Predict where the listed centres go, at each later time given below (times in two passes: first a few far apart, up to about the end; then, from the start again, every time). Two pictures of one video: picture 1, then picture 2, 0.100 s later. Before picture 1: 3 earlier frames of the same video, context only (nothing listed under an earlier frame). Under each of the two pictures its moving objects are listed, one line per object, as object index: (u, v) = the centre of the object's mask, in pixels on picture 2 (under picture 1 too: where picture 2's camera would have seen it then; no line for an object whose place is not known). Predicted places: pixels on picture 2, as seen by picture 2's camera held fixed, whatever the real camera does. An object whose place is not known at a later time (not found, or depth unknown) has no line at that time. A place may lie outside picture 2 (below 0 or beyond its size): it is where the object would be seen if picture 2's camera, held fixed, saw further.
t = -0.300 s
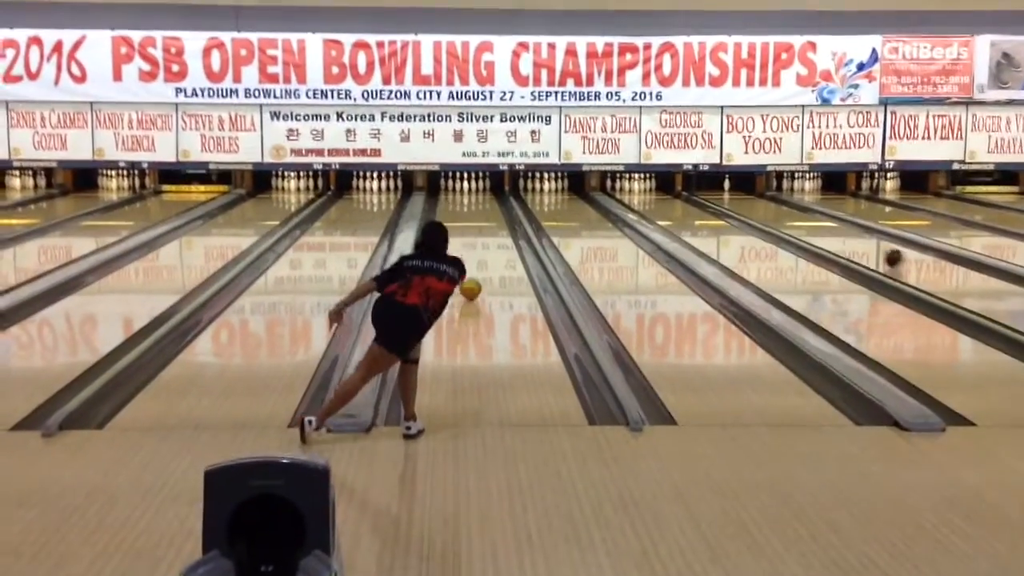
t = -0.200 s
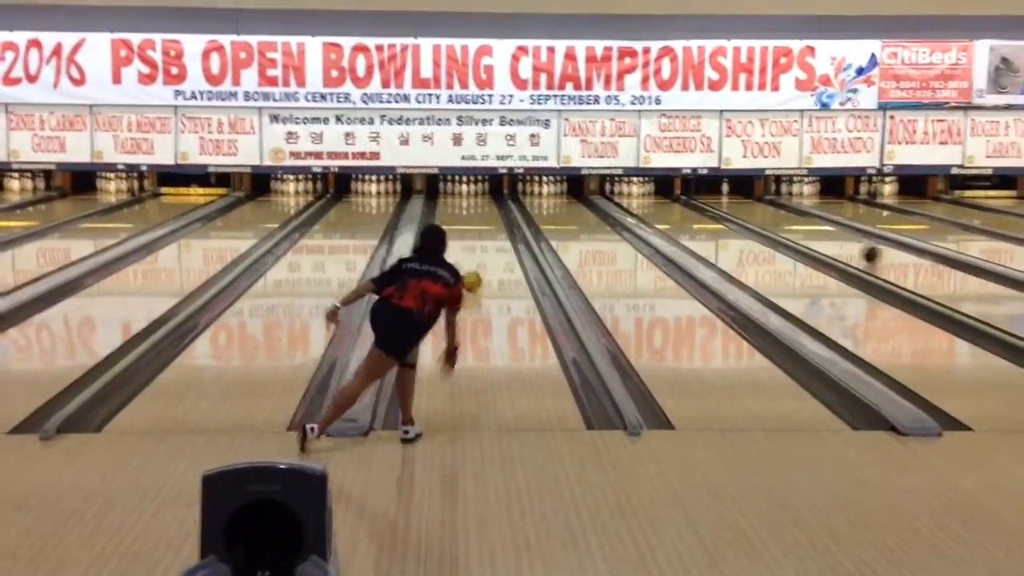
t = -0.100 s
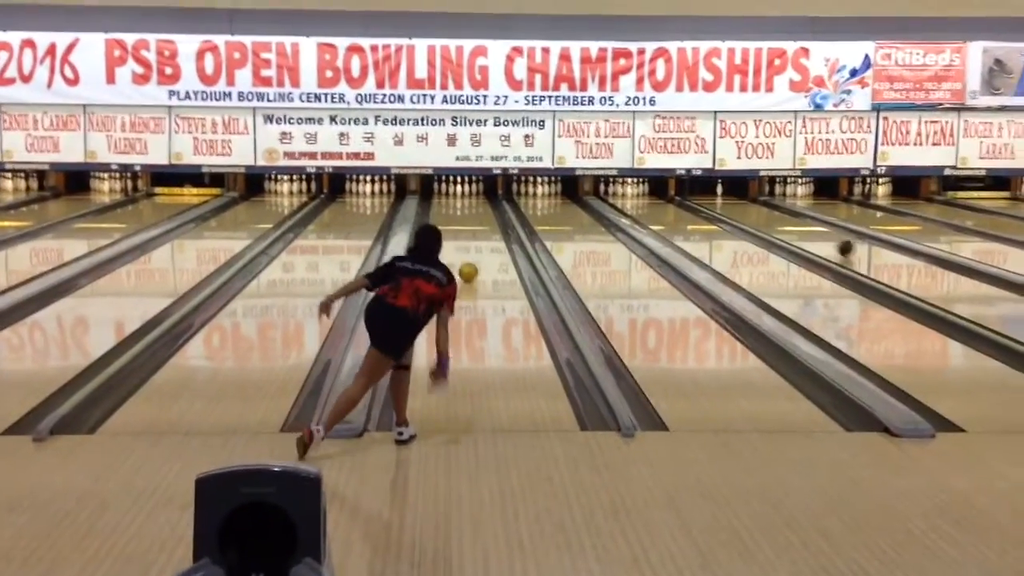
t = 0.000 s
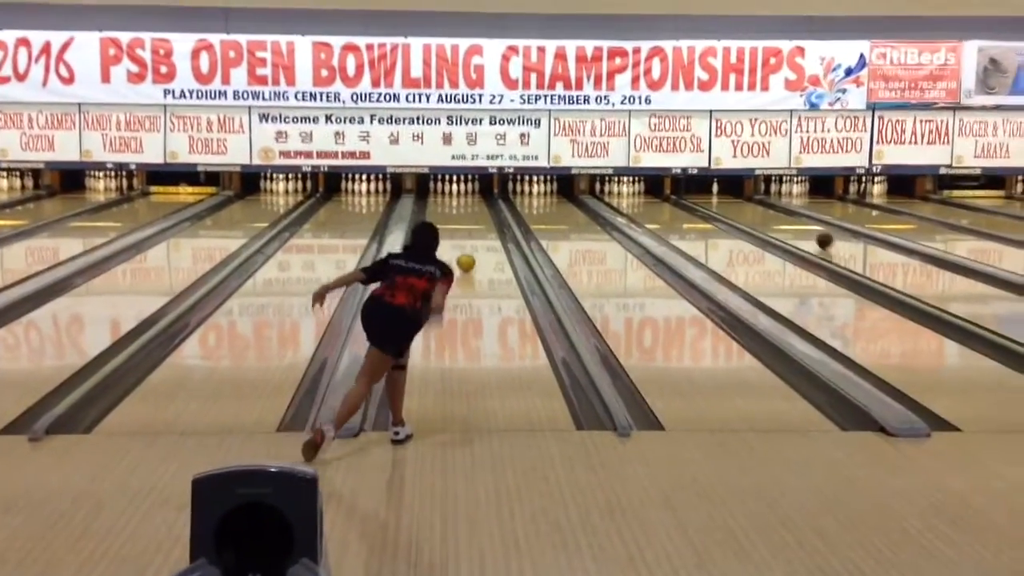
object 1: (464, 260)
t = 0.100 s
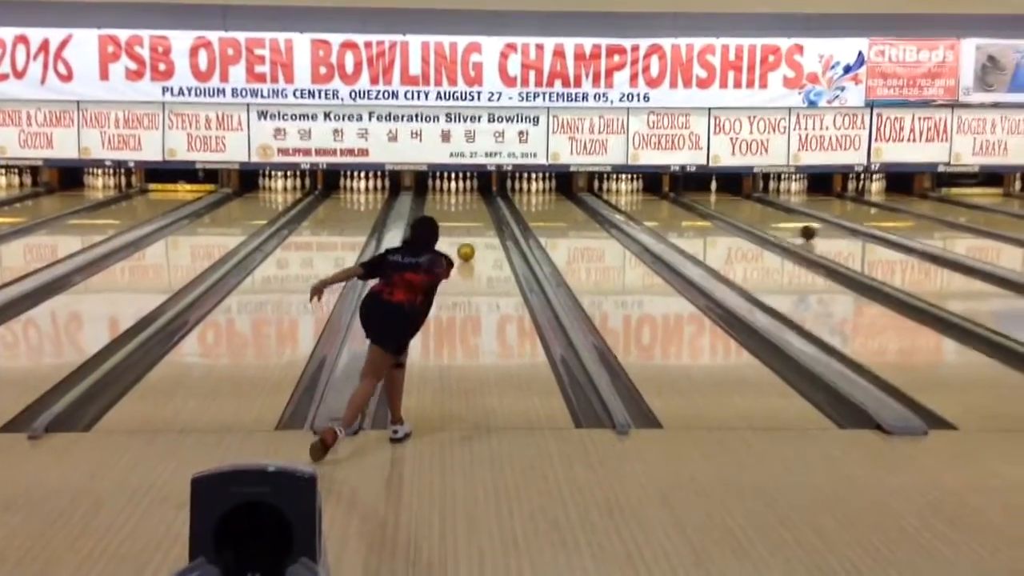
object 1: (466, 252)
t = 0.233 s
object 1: (467, 244)
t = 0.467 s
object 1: (469, 230)
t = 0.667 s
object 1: (469, 221)
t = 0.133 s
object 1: (466, 250)
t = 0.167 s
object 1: (467, 248)
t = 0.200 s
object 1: (467, 245)
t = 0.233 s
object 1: (467, 244)
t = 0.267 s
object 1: (468, 241)
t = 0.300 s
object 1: (468, 241)
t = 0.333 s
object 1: (468, 238)
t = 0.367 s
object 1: (468, 236)
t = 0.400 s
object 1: (469, 234)
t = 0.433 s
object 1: (469, 232)
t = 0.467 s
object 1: (469, 230)
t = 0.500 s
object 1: (469, 228)
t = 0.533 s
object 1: (469, 227)
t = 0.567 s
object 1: (469, 226)
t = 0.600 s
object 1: (469, 225)
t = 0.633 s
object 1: (469, 224)
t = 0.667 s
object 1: (469, 221)
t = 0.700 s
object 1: (470, 219)
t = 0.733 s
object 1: (470, 219)
